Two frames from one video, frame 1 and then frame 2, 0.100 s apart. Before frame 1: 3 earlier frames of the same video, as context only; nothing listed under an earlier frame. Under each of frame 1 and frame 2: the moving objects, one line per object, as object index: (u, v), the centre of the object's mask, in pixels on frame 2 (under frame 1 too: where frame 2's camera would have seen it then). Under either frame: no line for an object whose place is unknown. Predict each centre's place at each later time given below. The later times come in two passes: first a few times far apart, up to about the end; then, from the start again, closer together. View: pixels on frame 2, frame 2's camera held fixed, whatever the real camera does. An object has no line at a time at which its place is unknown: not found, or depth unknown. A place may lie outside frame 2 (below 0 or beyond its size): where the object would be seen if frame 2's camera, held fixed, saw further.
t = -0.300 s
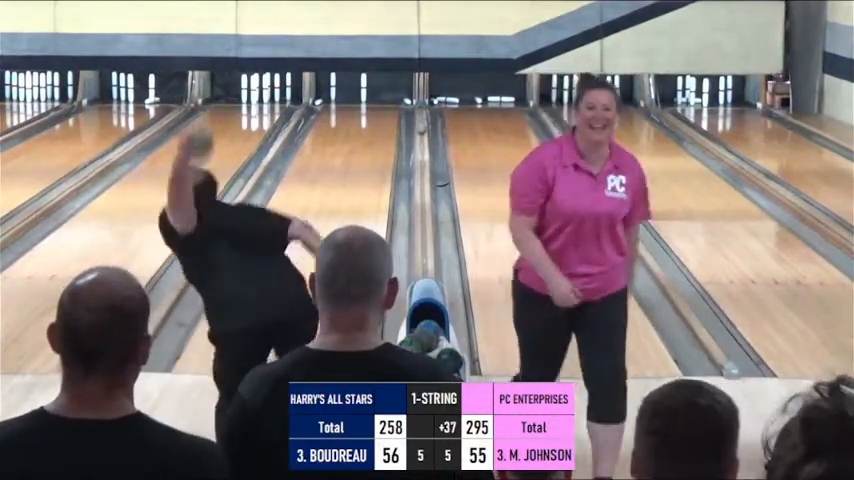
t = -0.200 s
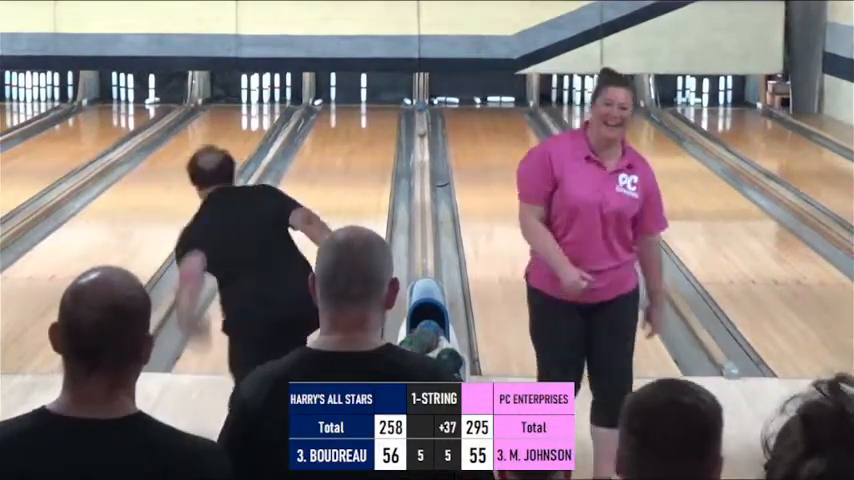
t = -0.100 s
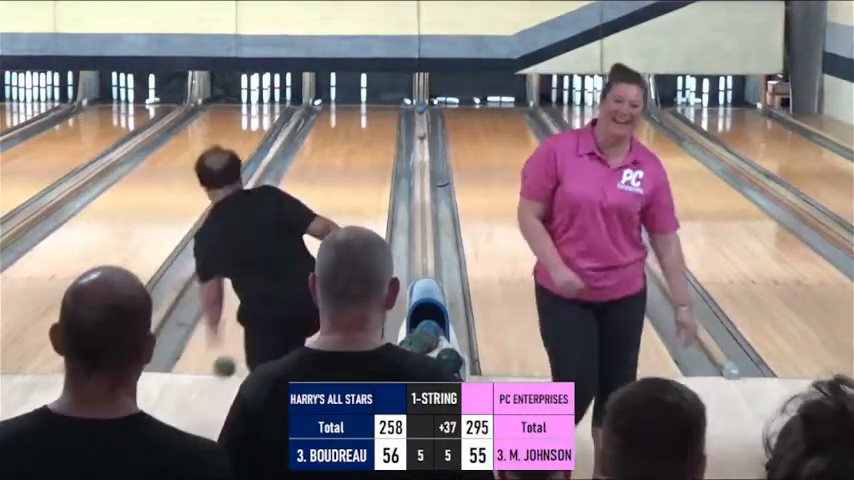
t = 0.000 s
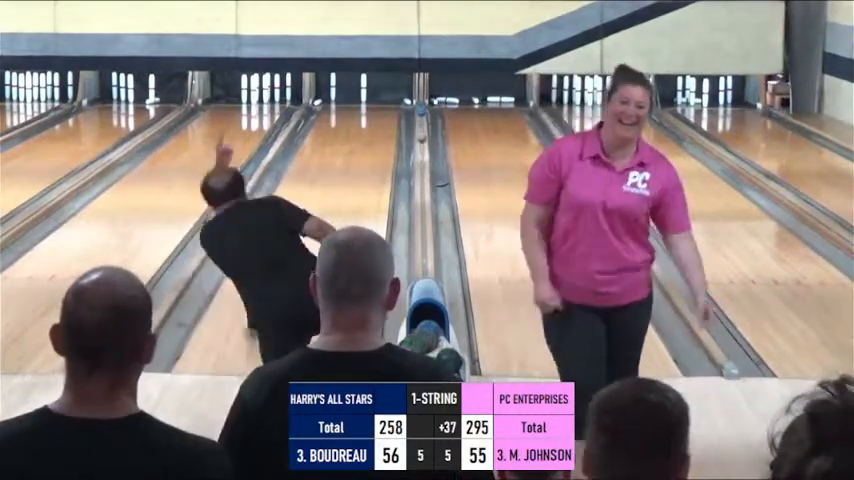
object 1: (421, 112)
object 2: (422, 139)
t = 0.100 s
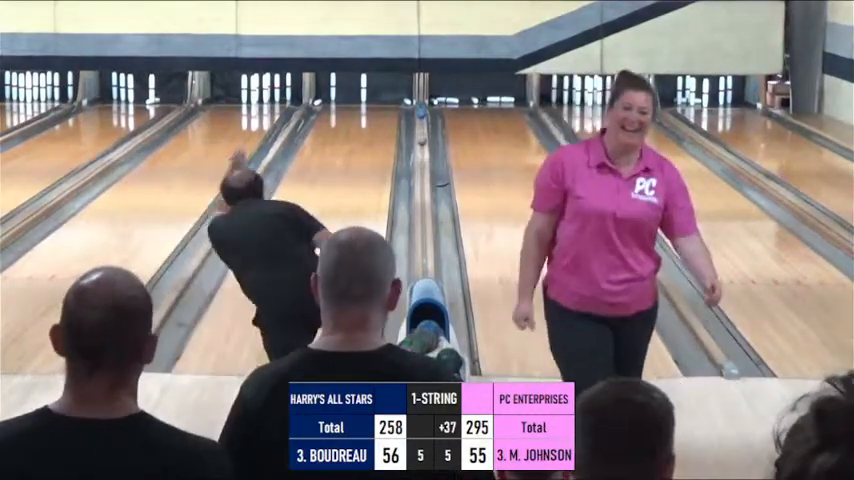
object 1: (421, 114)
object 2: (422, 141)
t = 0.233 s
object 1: (421, 117)
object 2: (422, 145)
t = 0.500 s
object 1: (421, 124)
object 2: (423, 153)
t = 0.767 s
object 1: (421, 130)
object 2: (422, 162)
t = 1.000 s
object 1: (422, 135)
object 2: (422, 168)
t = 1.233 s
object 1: (422, 142)
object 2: (422, 179)
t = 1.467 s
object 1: (422, 148)
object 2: (422, 187)
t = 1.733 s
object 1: (422, 157)
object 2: (422, 198)
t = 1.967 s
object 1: (422, 166)
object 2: (422, 209)
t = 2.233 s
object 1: (422, 175)
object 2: (423, 223)
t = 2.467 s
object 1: (422, 185)
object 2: (423, 237)
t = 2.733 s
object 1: (423, 196)
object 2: (424, 253)
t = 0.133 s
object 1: (421, 115)
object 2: (422, 142)
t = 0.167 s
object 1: (421, 115)
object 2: (422, 144)
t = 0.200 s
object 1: (421, 116)
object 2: (422, 145)
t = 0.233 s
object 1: (421, 117)
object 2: (422, 145)
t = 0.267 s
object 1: (421, 118)
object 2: (422, 146)
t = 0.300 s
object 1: (421, 119)
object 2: (422, 147)
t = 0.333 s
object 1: (421, 120)
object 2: (422, 148)
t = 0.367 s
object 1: (421, 121)
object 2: (422, 149)
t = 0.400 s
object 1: (421, 121)
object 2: (423, 150)
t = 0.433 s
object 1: (421, 122)
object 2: (423, 151)
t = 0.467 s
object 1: (421, 123)
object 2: (423, 152)
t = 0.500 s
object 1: (421, 124)
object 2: (423, 153)
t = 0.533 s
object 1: (421, 125)
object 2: (423, 154)
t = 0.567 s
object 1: (421, 125)
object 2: (423, 156)
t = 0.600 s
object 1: (421, 126)
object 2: (423, 156)
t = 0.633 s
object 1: (421, 126)
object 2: (423, 158)
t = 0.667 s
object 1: (421, 127)
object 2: (422, 159)
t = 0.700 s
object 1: (421, 128)
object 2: (422, 159)
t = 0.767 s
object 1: (421, 130)
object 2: (422, 162)
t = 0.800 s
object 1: (421, 130)
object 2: (422, 163)
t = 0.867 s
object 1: (421, 132)
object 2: (422, 164)
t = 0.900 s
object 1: (421, 132)
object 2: (422, 165)
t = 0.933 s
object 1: (422, 134)
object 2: (422, 167)
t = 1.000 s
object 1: (422, 135)
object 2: (422, 168)
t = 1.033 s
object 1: (422, 137)
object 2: (422, 170)
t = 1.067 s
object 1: (422, 138)
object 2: (422, 171)
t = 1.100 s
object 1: (422, 139)
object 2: (422, 172)
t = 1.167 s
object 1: (422, 140)
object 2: (422, 175)
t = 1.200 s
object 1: (422, 141)
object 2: (422, 176)
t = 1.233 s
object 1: (422, 142)
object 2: (422, 179)
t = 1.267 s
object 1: (422, 143)
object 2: (422, 180)
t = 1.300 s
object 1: (422, 144)
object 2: (422, 181)
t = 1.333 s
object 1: (422, 145)
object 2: (422, 182)
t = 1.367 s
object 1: (422, 146)
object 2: (422, 183)
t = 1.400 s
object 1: (422, 146)
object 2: (422, 185)
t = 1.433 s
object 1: (422, 147)
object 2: (422, 186)
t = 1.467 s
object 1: (422, 148)
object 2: (422, 187)
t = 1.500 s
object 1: (423, 150)
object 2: (422, 188)
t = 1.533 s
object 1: (423, 151)
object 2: (422, 189)
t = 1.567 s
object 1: (423, 152)
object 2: (422, 192)
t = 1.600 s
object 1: (423, 153)
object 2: (422, 192)
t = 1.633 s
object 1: (423, 154)
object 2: (422, 194)
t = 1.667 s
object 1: (423, 156)
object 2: (422, 195)
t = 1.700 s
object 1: (422, 157)
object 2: (422, 198)
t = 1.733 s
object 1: (422, 157)
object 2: (422, 198)
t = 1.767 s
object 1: (422, 159)
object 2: (422, 200)
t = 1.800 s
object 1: (422, 160)
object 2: (422, 202)
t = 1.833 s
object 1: (422, 161)
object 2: (422, 203)
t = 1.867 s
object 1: (422, 162)
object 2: (423, 205)
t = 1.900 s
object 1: (422, 164)
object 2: (422, 206)
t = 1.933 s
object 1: (422, 165)
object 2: (422, 207)
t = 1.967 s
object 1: (422, 166)
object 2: (422, 209)
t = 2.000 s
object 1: (422, 167)
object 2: (422, 210)
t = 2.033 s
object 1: (423, 168)
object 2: (423, 212)
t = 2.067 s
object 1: (423, 169)
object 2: (423, 214)
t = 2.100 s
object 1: (422, 169)
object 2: (423, 216)
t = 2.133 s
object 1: (422, 171)
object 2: (423, 217)
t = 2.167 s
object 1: (422, 172)
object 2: (423, 219)
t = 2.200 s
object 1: (422, 174)
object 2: (423, 221)
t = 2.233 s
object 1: (422, 175)
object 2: (423, 223)
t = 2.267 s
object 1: (422, 176)
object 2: (423, 225)
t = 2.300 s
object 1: (422, 178)
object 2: (423, 227)
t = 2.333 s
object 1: (422, 180)
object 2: (423, 229)
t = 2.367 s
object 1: (422, 181)
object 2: (423, 231)
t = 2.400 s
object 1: (422, 183)
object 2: (423, 233)
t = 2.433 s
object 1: (422, 184)
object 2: (423, 235)
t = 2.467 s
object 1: (422, 185)
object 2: (423, 237)
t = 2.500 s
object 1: (422, 187)
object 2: (423, 239)
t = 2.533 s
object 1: (422, 188)
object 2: (423, 240)
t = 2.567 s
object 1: (422, 189)
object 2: (424, 242)
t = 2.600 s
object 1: (422, 190)
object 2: (424, 244)
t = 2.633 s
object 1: (422, 191)
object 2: (424, 247)
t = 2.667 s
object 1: (423, 193)
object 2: (424, 249)
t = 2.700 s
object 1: (423, 195)
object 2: (424, 250)
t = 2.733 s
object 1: (423, 196)
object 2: (424, 253)
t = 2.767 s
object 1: (423, 198)
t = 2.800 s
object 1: (423, 199)
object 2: (424, 257)
